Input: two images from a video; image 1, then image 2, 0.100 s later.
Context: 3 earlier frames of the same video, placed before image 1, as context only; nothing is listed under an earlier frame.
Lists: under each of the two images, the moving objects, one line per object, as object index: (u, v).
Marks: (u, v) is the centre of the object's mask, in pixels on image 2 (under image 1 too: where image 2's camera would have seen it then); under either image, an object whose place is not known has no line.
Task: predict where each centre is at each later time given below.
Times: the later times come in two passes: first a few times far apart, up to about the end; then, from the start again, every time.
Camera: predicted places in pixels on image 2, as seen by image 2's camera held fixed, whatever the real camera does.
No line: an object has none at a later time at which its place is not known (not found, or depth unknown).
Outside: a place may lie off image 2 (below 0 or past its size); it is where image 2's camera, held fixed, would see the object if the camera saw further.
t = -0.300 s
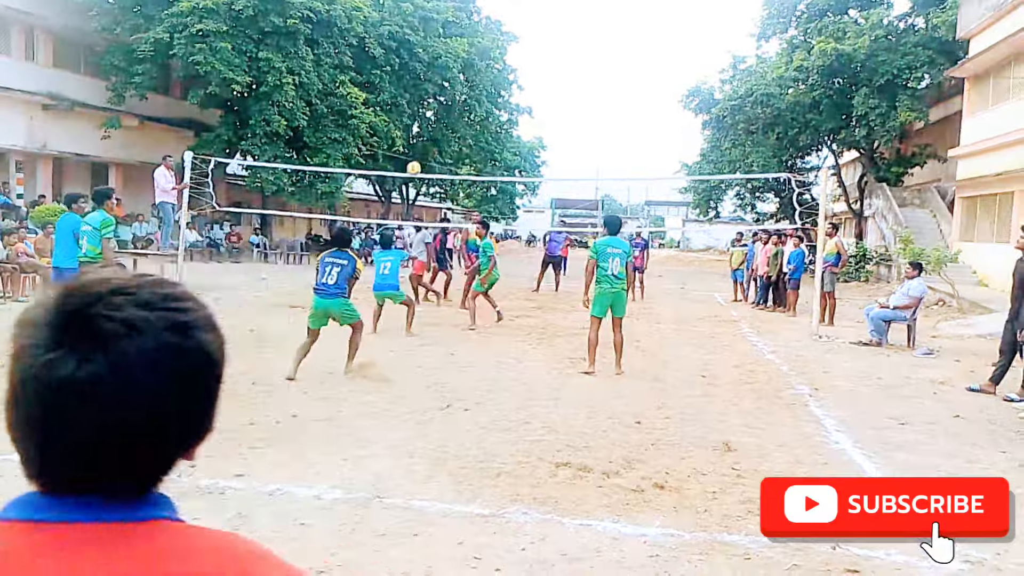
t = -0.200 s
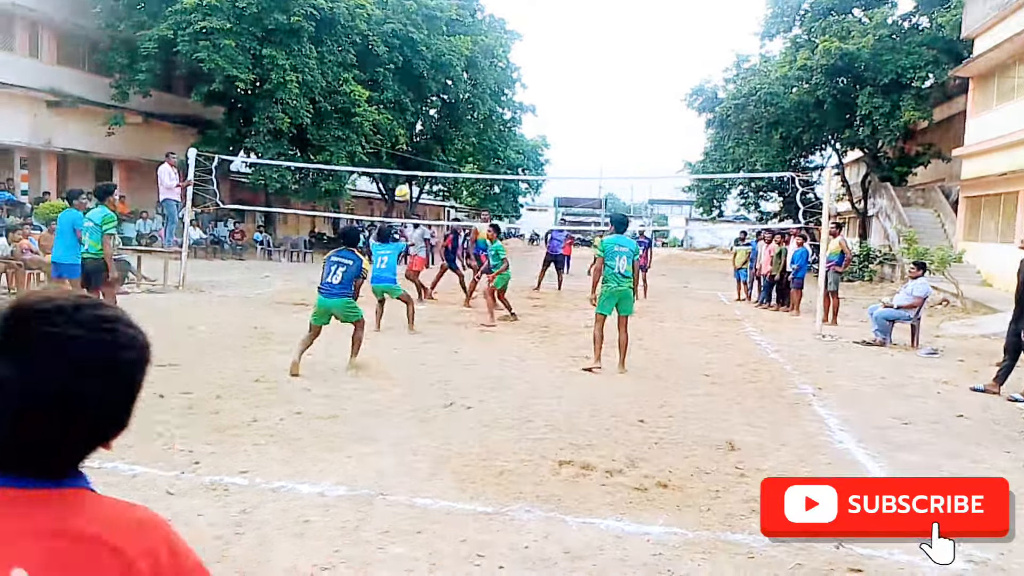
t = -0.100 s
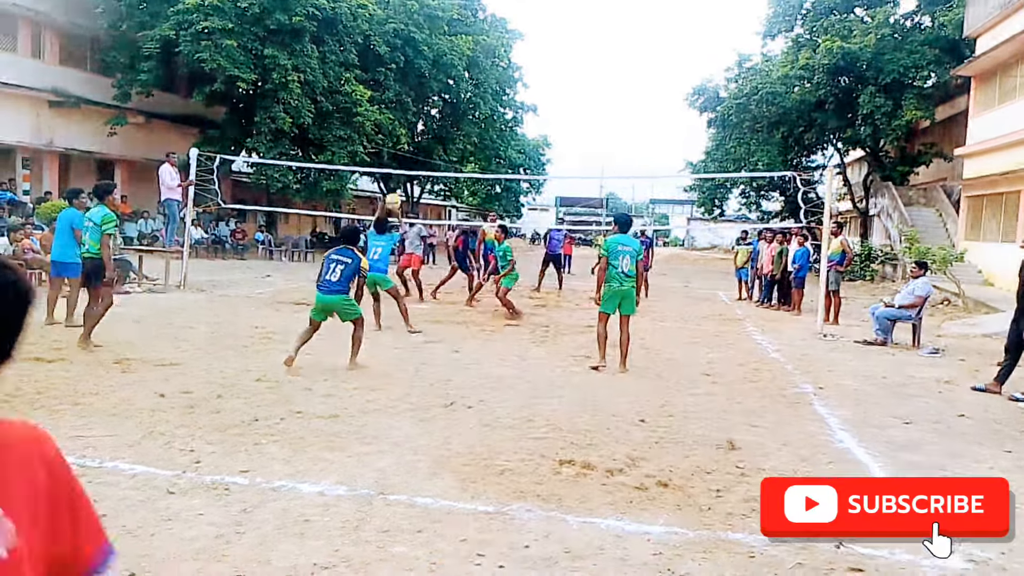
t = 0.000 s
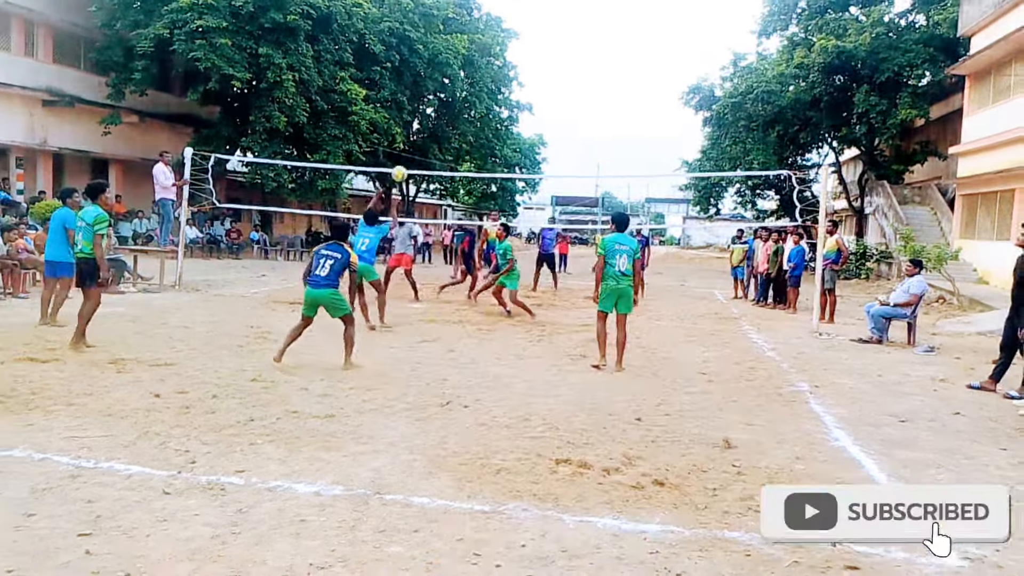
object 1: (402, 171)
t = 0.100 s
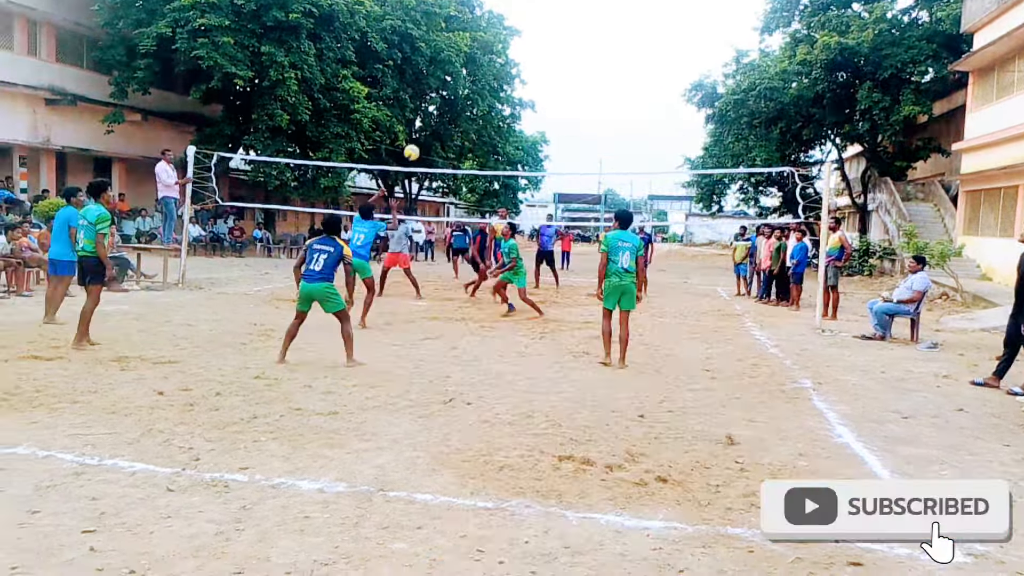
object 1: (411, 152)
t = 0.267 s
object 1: (426, 138)
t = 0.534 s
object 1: (446, 153)
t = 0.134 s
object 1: (414, 148)
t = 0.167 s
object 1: (417, 144)
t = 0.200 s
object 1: (420, 141)
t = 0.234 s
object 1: (423, 139)
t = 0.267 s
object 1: (426, 138)
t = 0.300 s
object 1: (429, 137)
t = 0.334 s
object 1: (431, 137)
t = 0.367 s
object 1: (434, 138)
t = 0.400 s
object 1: (436, 139)
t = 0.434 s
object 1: (439, 141)
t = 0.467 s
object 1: (441, 144)
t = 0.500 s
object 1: (444, 148)
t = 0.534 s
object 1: (446, 153)
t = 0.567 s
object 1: (448, 158)
